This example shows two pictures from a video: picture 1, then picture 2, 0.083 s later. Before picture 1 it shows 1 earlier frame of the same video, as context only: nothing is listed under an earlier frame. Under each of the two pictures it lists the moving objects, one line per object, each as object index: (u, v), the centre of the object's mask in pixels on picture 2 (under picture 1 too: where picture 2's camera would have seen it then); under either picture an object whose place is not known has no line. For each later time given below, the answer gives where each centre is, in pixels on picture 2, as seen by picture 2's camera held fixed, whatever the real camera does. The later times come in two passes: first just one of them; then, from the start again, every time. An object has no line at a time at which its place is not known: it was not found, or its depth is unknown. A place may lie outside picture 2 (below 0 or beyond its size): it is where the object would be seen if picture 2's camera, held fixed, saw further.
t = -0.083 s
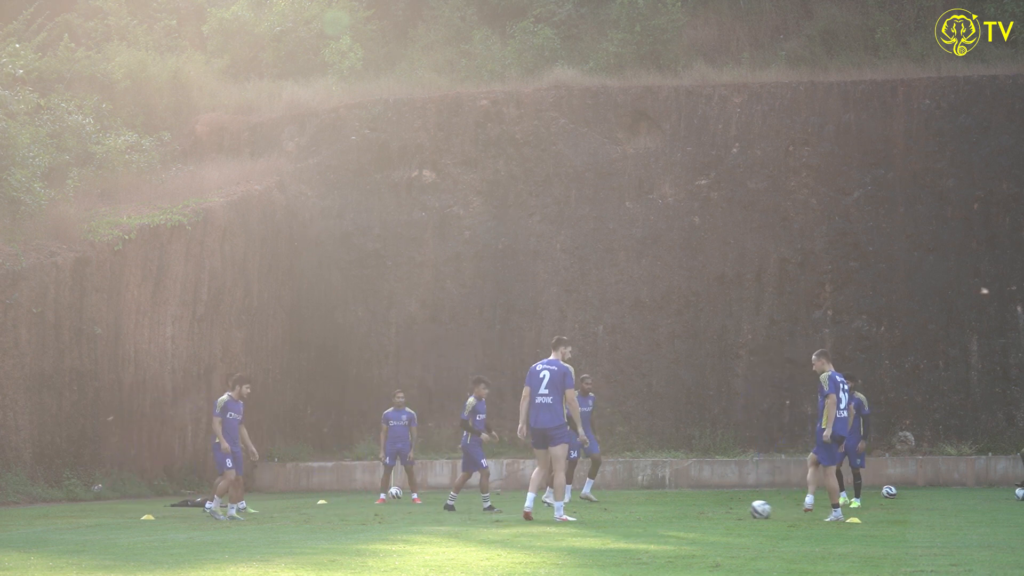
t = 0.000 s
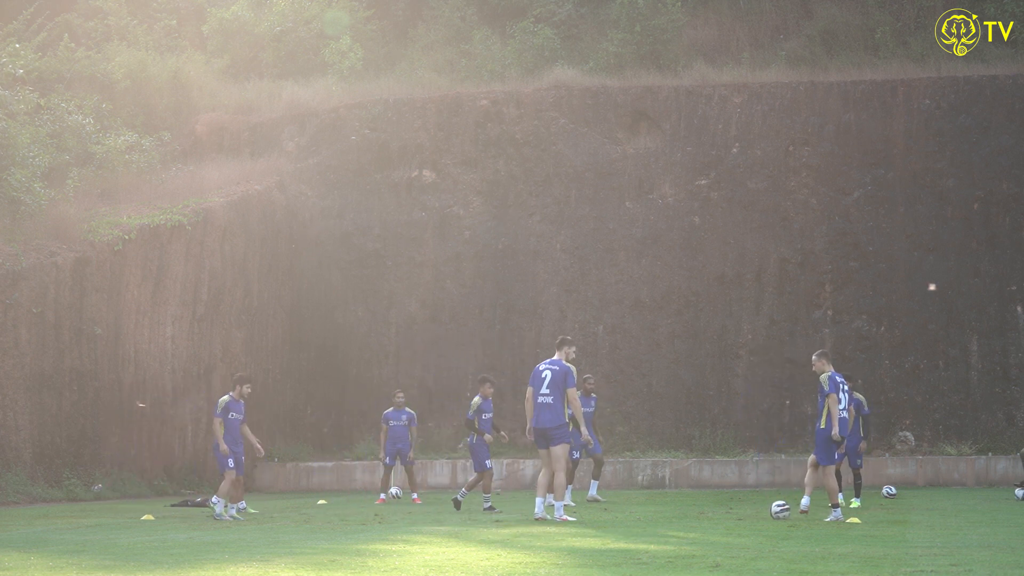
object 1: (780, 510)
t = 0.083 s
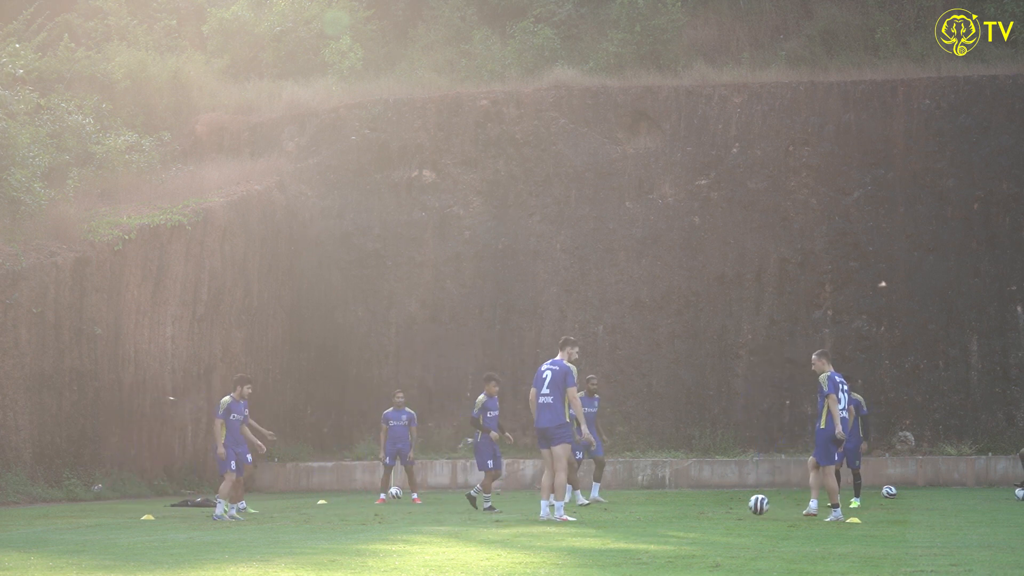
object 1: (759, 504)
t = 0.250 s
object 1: (717, 510)
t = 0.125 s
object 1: (750, 504)
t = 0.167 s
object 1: (738, 504)
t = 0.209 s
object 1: (729, 506)
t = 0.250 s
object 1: (717, 510)
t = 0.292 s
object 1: (710, 510)
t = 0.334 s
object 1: (703, 507)
